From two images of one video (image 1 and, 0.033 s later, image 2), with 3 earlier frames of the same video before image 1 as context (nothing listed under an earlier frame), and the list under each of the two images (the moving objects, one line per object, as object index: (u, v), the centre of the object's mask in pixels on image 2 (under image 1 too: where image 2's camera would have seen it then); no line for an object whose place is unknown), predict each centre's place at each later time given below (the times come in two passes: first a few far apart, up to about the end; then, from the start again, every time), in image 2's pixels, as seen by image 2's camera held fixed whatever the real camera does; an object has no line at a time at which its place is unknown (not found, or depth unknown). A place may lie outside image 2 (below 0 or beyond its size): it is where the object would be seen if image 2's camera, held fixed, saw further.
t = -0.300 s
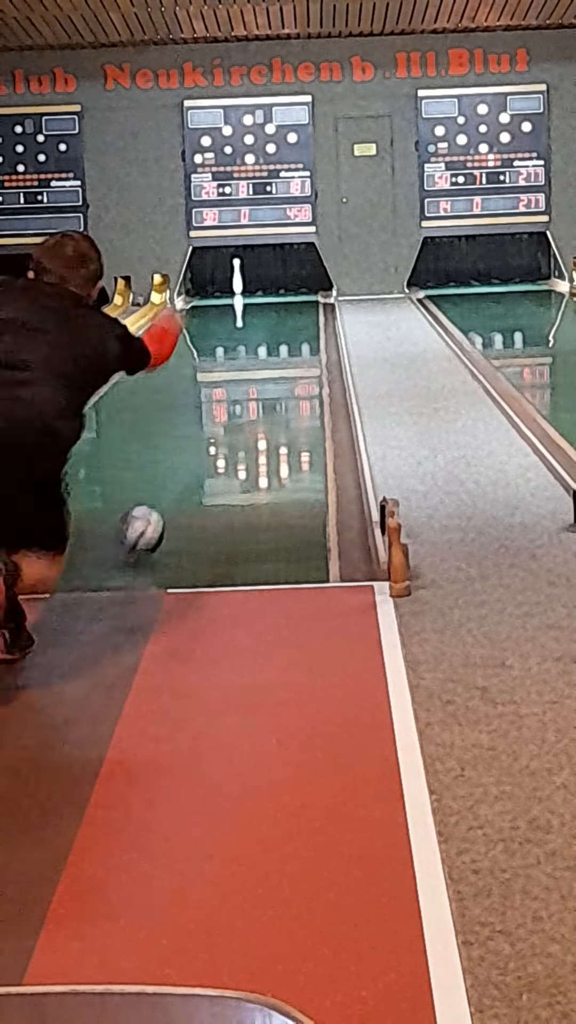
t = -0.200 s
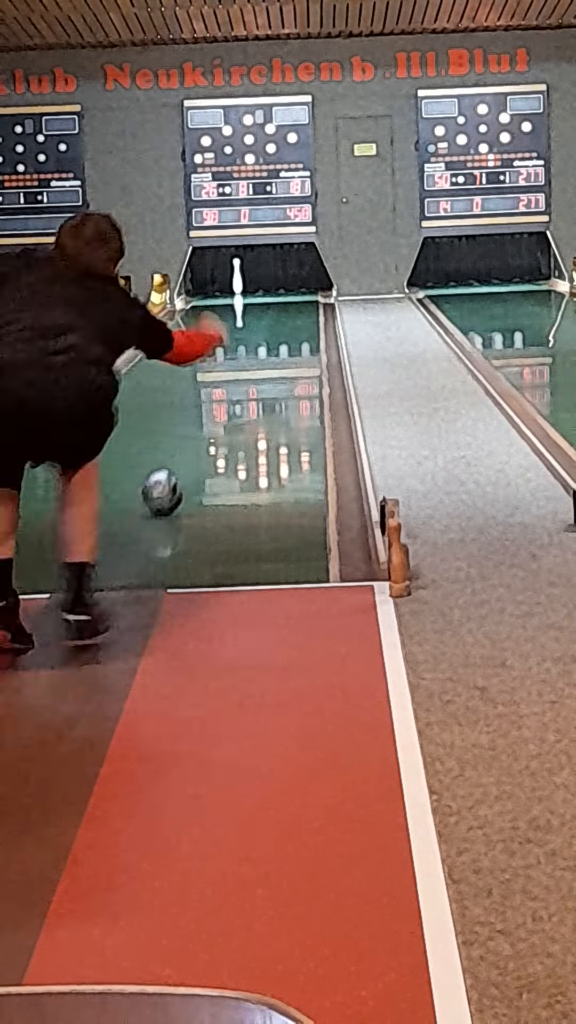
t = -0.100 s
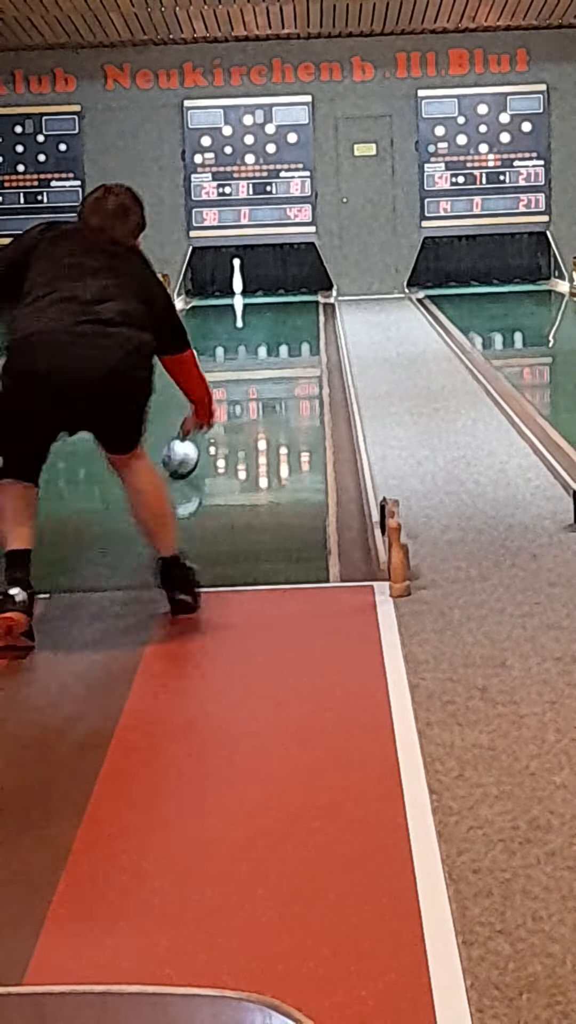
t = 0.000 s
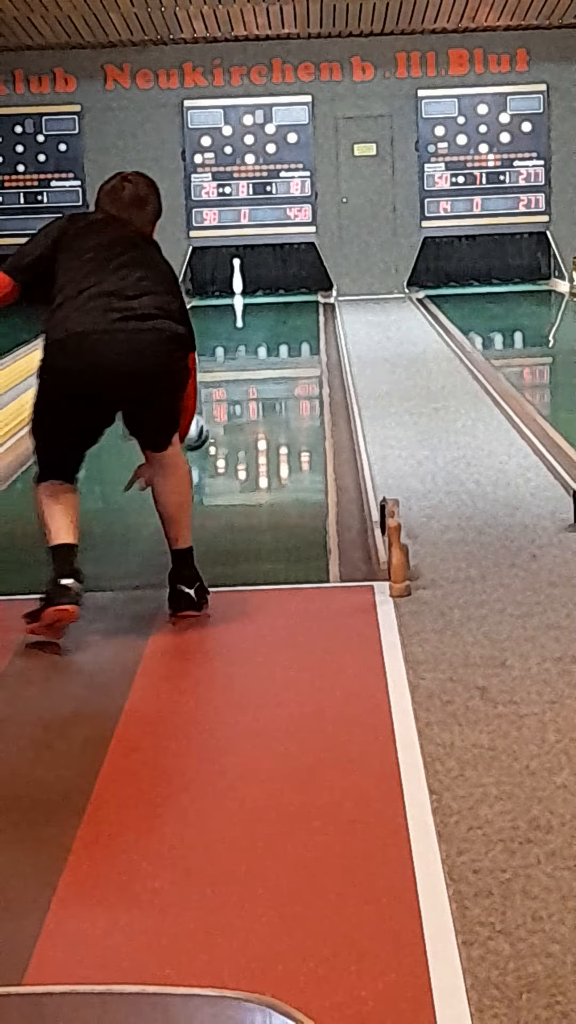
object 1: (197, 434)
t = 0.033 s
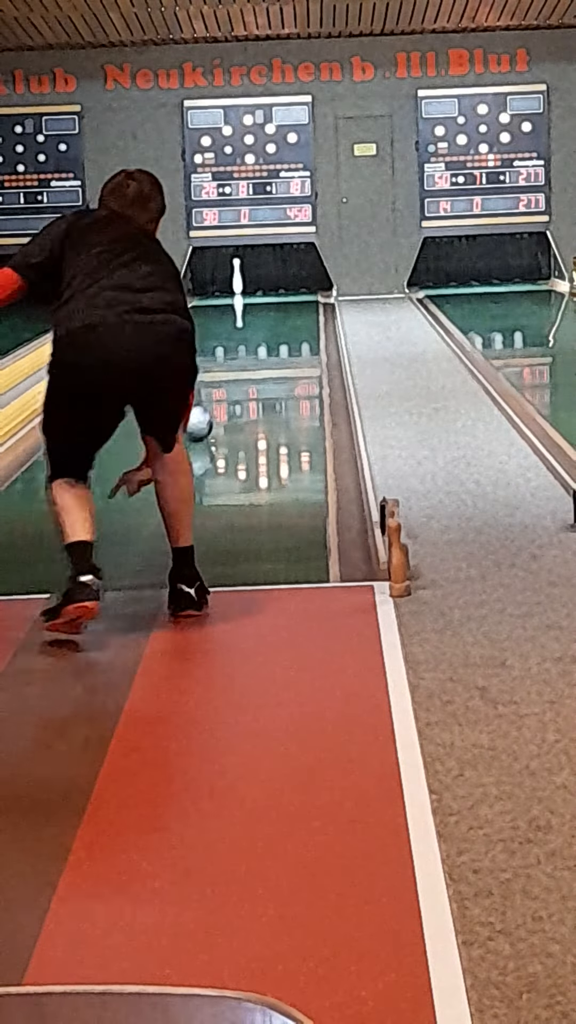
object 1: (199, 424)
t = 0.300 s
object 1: (219, 376)
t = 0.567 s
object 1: (232, 345)
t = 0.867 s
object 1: (240, 320)
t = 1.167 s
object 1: (244, 304)
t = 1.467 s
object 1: (246, 291)
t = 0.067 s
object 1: (202, 417)
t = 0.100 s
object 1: (205, 411)
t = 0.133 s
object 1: (209, 403)
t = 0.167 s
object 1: (211, 398)
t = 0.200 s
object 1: (213, 392)
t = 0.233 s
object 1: (216, 387)
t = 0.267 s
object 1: (218, 381)
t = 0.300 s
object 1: (219, 376)
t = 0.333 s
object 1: (220, 372)
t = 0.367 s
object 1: (223, 367)
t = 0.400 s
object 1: (225, 363)
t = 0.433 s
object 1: (225, 359)
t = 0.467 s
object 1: (227, 356)
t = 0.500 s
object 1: (229, 352)
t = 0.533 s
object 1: (231, 348)
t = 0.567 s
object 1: (232, 345)
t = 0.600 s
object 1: (233, 342)
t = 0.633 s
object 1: (234, 339)
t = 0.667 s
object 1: (235, 336)
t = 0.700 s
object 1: (235, 333)
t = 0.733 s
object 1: (237, 331)
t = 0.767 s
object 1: (238, 327)
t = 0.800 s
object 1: (238, 325)
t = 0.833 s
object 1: (239, 324)
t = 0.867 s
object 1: (240, 320)
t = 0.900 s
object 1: (240, 318)
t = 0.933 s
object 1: (242, 317)
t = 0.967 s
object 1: (241, 314)
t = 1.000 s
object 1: (242, 313)
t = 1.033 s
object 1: (242, 311)
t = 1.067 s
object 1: (243, 309)
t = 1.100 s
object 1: (243, 307)
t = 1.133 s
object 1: (243, 306)
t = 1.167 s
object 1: (244, 304)
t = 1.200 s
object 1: (244, 303)
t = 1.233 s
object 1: (244, 300)
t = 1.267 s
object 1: (244, 299)
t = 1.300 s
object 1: (245, 298)
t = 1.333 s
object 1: (244, 296)
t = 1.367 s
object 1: (245, 295)
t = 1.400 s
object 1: (245, 293)
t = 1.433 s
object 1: (246, 292)
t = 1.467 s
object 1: (246, 291)
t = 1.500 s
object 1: (246, 290)
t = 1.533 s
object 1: (245, 289)
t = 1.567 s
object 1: (245, 288)
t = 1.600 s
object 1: (245, 287)
